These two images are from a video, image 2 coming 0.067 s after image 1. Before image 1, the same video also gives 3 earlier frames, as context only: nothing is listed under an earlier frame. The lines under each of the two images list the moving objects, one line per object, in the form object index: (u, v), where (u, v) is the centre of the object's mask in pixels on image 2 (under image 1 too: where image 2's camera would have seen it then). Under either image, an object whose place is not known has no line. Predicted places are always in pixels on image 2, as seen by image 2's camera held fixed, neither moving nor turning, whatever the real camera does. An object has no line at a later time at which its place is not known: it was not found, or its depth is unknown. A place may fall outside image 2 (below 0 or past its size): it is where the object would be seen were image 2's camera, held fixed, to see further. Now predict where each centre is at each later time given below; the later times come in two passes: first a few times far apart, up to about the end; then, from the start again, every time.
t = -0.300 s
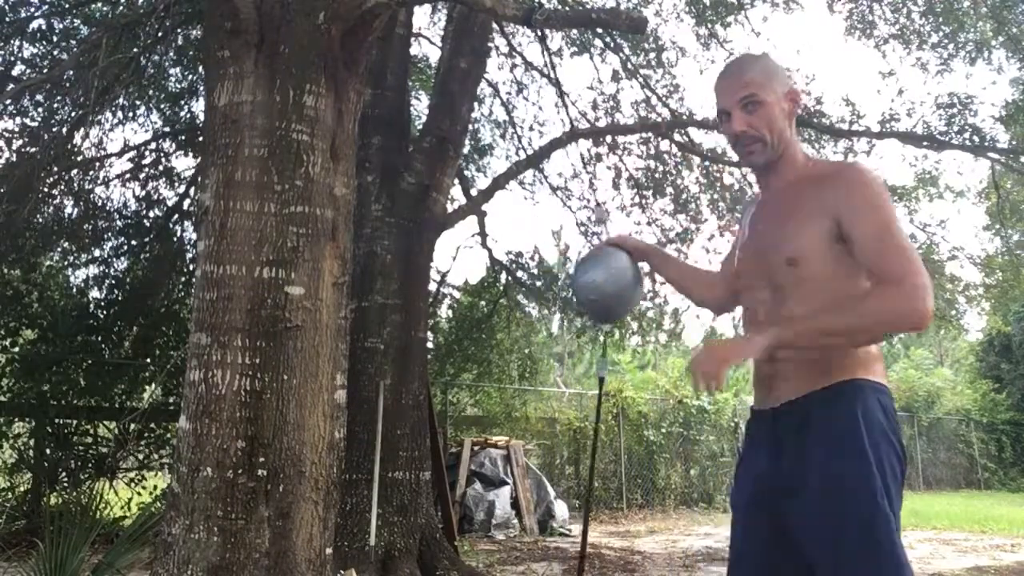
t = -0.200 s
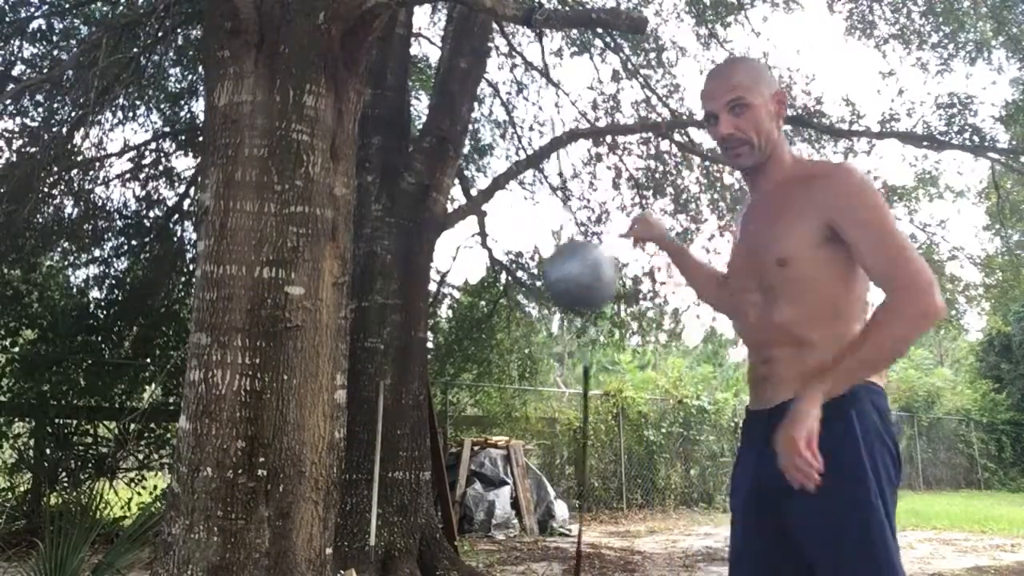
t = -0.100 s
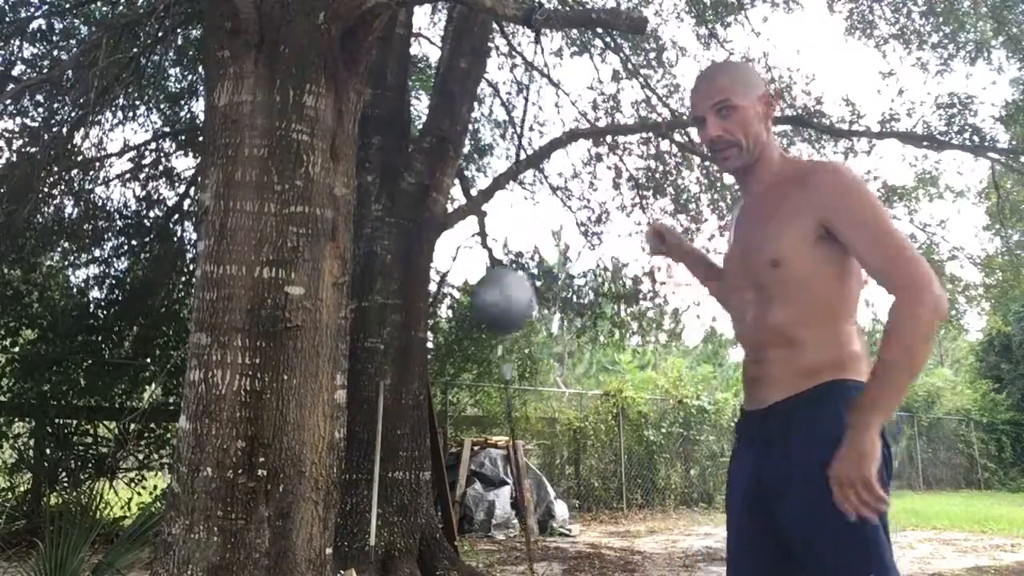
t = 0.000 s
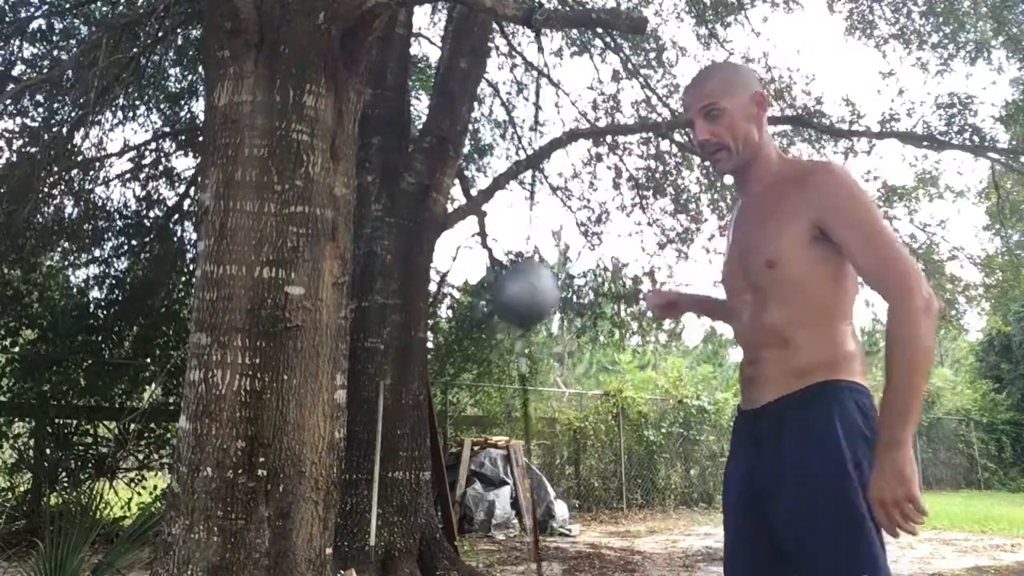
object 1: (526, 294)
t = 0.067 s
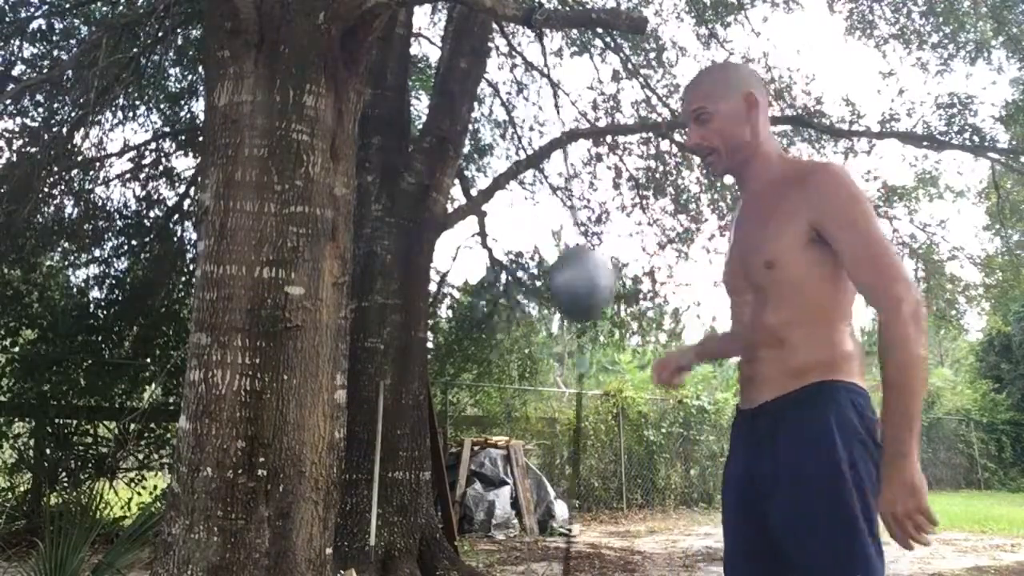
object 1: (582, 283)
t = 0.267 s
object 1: (506, 300)
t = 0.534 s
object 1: (593, 269)
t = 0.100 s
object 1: (600, 277)
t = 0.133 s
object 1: (603, 270)
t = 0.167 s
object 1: (585, 271)
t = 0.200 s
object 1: (559, 282)
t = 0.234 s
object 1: (531, 295)
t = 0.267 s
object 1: (506, 300)
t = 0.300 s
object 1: (497, 300)
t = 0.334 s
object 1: (500, 297)
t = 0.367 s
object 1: (516, 294)
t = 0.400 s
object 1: (542, 293)
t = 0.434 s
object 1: (569, 289)
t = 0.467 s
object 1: (592, 280)
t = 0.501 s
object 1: (601, 269)
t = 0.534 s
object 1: (593, 269)
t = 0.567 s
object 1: (573, 279)
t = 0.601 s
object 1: (545, 291)
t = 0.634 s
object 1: (520, 298)
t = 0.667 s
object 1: (505, 298)
